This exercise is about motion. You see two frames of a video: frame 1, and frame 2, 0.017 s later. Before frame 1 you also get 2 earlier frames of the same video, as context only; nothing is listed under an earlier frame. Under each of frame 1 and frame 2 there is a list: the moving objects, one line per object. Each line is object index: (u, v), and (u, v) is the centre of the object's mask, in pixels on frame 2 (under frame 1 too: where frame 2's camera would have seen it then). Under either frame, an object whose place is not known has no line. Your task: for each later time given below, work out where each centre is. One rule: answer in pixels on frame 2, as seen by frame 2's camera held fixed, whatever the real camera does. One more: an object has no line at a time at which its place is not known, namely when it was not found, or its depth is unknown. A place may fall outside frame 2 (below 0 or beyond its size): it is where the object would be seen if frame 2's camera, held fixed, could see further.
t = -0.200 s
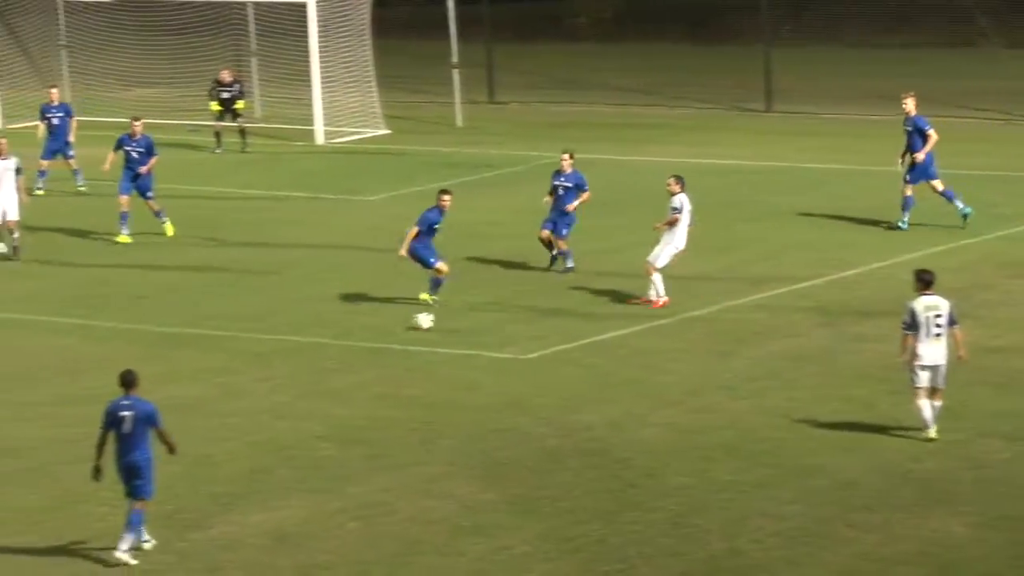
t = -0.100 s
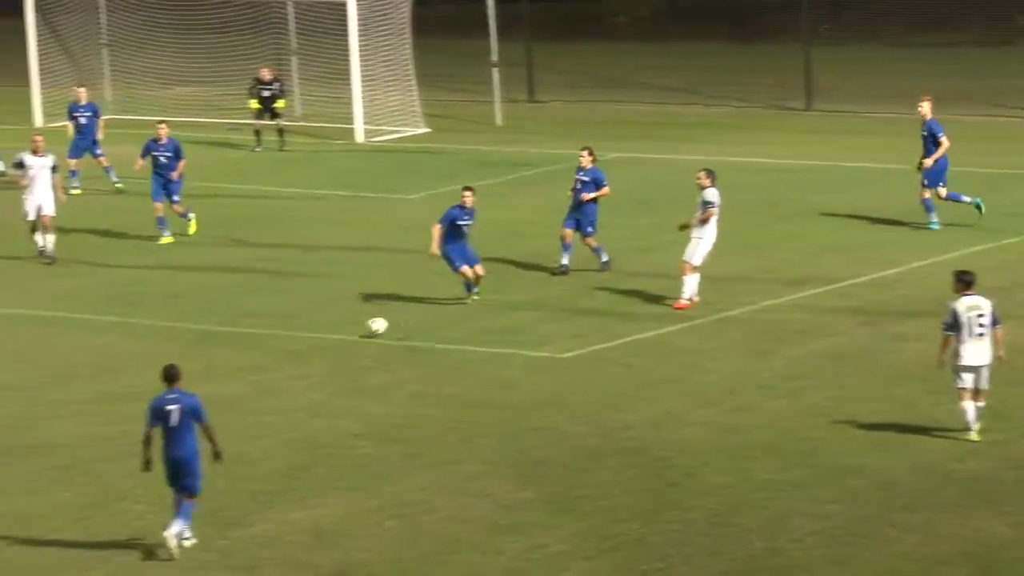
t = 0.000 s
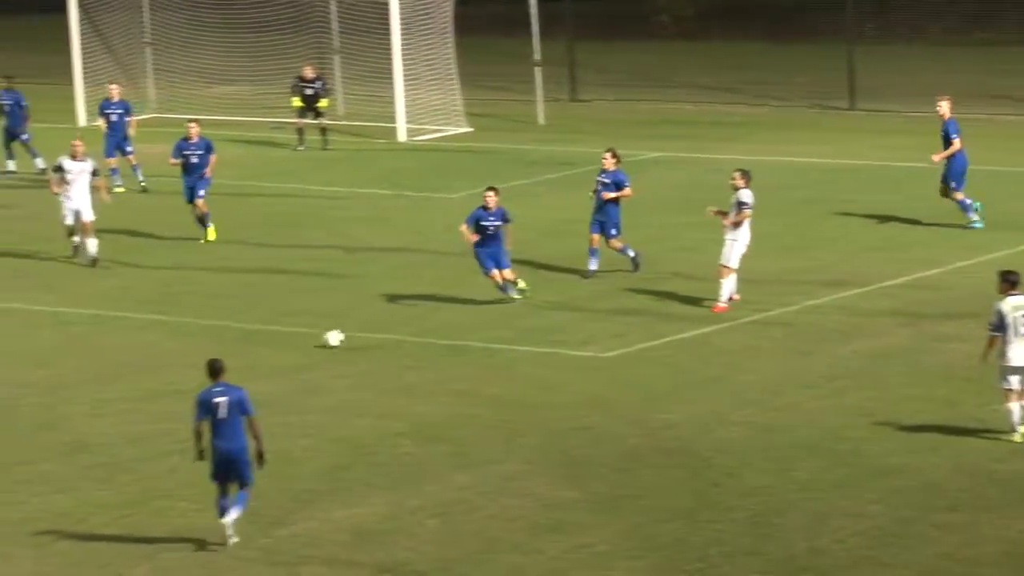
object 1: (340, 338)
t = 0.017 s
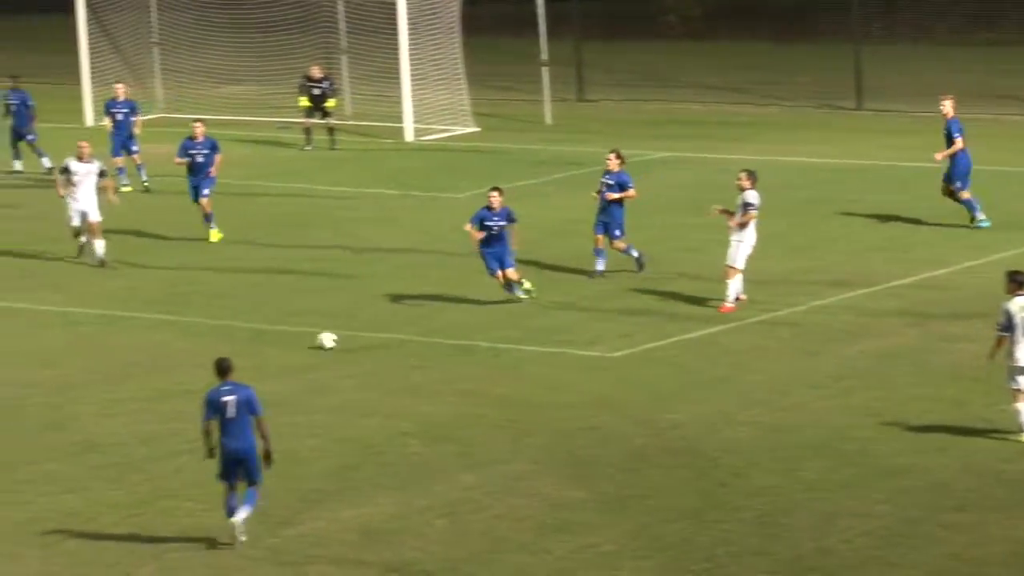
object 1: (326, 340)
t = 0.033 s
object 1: (313, 341)
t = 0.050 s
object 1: (300, 343)
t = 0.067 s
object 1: (288, 343)
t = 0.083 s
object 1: (274, 345)
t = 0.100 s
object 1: (261, 347)
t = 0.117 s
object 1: (249, 348)
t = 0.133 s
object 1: (236, 349)
